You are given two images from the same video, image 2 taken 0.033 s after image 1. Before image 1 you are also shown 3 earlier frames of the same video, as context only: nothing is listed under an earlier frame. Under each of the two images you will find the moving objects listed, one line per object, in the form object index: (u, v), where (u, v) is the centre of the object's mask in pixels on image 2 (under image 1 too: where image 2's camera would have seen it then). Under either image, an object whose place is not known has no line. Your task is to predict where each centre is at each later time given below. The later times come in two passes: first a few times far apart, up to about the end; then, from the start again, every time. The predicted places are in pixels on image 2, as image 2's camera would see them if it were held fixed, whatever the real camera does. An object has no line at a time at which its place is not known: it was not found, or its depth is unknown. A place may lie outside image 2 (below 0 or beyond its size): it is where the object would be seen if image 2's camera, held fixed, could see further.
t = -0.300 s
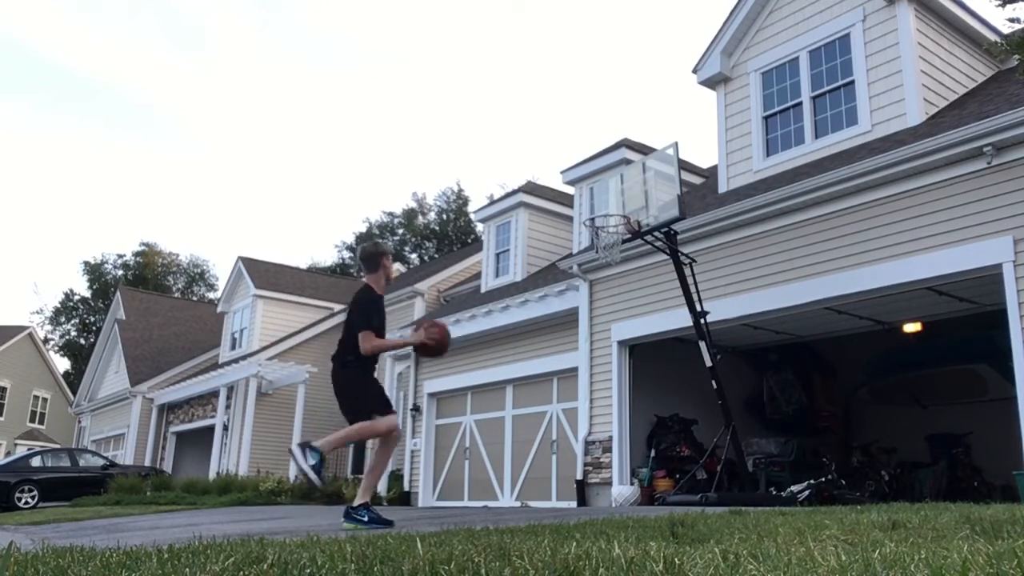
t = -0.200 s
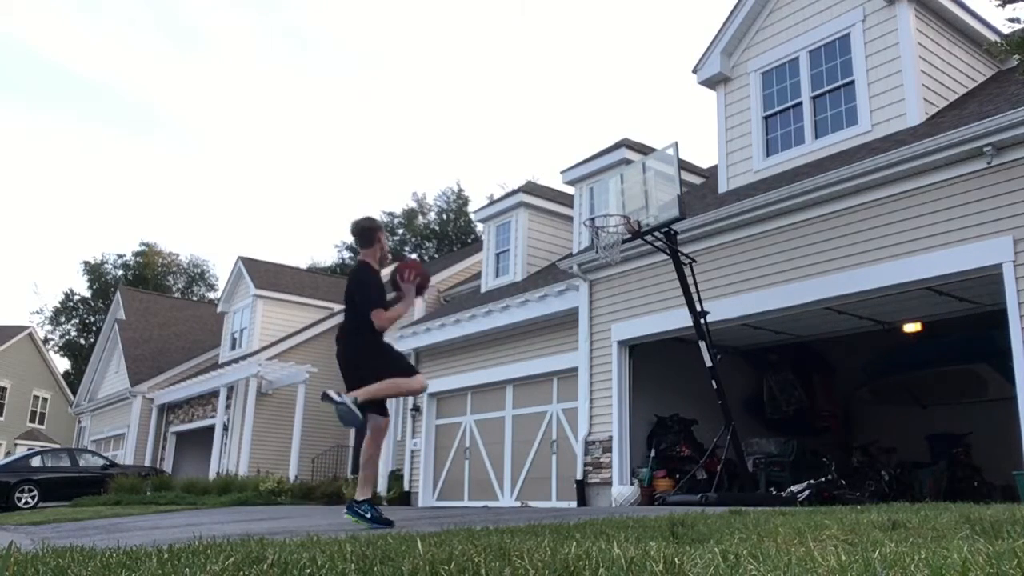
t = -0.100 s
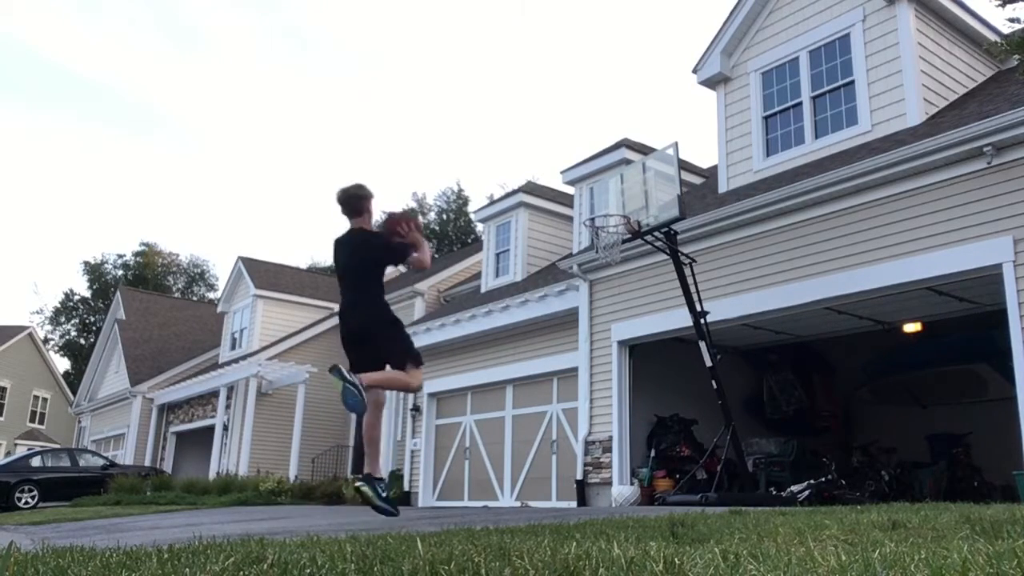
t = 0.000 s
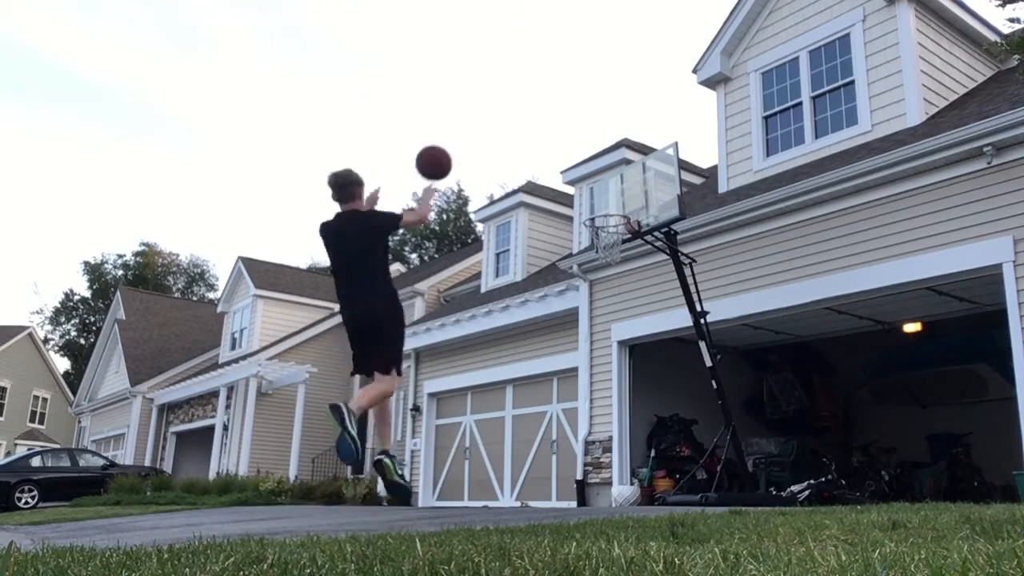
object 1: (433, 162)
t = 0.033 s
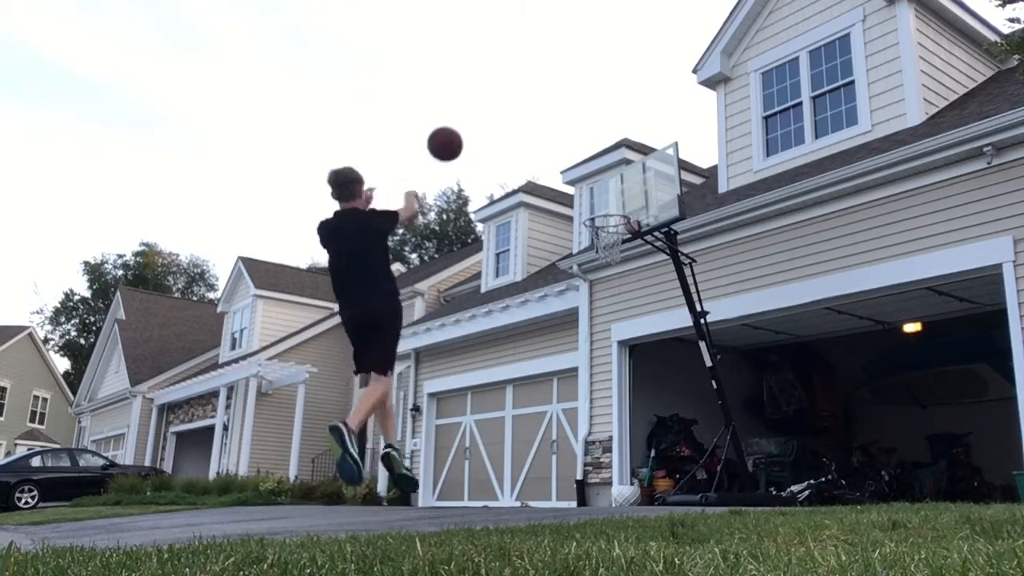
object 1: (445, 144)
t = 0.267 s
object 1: (507, 70)
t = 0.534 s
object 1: (557, 73)
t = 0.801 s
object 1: (593, 137)
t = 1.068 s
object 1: (599, 219)
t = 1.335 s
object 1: (555, 243)
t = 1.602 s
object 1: (512, 327)
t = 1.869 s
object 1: (468, 474)
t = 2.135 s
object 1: (419, 406)
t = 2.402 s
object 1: (369, 358)
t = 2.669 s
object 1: (317, 370)
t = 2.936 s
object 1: (260, 442)
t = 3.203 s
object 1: (204, 471)
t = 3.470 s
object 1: (155, 425)
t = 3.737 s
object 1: (99, 440)
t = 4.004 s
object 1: (33, 517)
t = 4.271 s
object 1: (5, 466)
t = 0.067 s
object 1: (455, 127)
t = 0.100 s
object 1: (465, 113)
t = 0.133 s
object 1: (475, 101)
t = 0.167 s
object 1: (483, 91)
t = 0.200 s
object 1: (492, 82)
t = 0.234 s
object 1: (500, 75)
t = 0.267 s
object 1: (507, 70)
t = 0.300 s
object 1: (514, 66)
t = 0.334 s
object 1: (521, 64)
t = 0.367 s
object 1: (528, 63)
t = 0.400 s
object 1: (534, 63)
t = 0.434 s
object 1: (540, 64)
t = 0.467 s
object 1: (546, 66)
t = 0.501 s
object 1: (552, 69)
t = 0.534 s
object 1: (557, 73)
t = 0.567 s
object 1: (562, 78)
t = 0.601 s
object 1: (567, 84)
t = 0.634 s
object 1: (571, 91)
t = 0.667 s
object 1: (576, 99)
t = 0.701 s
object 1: (581, 107)
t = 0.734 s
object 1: (585, 116)
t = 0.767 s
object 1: (589, 126)
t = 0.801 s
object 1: (593, 137)
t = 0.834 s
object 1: (597, 148)
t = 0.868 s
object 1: (601, 161)
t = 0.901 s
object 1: (605, 173)
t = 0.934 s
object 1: (608, 187)
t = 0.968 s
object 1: (612, 201)
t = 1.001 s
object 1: (612, 213)
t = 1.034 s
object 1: (605, 220)
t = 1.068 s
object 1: (599, 219)
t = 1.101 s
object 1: (594, 219)
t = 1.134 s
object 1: (588, 220)
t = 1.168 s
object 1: (582, 221)
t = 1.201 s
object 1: (577, 224)
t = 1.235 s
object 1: (571, 227)
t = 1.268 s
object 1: (566, 231)
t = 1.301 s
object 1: (561, 237)
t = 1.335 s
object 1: (555, 243)
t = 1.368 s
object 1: (550, 250)
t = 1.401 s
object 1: (545, 258)
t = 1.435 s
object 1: (539, 267)
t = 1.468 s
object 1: (533, 277)
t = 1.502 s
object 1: (528, 288)
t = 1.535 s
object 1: (523, 300)
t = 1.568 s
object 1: (517, 313)
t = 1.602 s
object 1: (512, 327)
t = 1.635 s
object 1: (507, 342)
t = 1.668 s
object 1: (501, 357)
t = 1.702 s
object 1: (496, 374)
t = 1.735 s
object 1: (490, 392)
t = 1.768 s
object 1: (485, 411)
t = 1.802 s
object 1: (479, 431)
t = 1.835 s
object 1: (473, 452)
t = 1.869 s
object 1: (468, 474)
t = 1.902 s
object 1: (462, 497)
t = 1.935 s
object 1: (456, 486)
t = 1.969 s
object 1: (450, 470)
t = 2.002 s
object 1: (444, 455)
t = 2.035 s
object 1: (437, 441)
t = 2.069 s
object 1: (431, 428)
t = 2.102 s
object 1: (425, 416)
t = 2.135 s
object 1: (419, 406)
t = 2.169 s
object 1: (413, 397)
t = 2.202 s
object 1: (406, 388)
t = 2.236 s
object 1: (400, 381)
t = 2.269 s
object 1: (394, 374)
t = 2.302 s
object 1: (388, 368)
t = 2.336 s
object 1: (381, 364)
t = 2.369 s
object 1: (375, 361)
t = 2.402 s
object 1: (369, 358)
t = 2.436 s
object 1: (363, 356)
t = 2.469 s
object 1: (356, 355)
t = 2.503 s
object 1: (350, 355)
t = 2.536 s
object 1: (344, 357)
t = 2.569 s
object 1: (337, 358)
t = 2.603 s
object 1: (330, 361)
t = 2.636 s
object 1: (324, 365)
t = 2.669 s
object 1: (317, 370)
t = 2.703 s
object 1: (310, 375)
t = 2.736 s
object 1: (303, 382)
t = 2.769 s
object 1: (296, 390)
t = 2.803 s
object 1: (289, 398)
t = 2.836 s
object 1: (282, 408)
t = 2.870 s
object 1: (275, 418)
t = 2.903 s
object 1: (267, 430)
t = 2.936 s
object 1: (260, 442)
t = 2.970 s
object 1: (252, 456)
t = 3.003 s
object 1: (245, 470)
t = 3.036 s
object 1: (237, 485)
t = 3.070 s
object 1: (229, 502)
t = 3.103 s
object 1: (222, 504)
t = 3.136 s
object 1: (216, 492)
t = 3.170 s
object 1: (210, 481)
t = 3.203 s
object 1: (204, 471)
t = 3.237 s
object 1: (197, 462)
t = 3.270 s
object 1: (193, 453)
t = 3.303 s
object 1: (187, 446)
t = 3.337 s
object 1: (181, 441)
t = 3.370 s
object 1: (175, 435)
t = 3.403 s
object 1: (169, 431)
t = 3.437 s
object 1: (162, 427)
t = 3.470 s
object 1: (155, 425)
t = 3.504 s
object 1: (149, 424)
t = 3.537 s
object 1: (142, 423)
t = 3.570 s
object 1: (134, 424)
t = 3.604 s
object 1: (128, 425)
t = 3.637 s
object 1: (120, 427)
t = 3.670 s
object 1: (113, 431)
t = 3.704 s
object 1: (106, 435)
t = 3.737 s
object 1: (99, 440)
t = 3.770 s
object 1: (91, 446)
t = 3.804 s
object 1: (83, 453)
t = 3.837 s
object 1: (75, 460)
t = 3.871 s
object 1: (68, 469)
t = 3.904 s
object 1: (59, 479)
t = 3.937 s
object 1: (50, 491)
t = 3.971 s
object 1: (42, 503)
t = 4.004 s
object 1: (33, 517)
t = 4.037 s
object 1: (25, 524)
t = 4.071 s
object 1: (22, 513)
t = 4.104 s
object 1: (18, 503)
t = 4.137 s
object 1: (14, 492)
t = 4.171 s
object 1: (11, 485)
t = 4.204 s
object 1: (9, 478)
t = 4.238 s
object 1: (6, 471)
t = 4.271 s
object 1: (5, 466)
